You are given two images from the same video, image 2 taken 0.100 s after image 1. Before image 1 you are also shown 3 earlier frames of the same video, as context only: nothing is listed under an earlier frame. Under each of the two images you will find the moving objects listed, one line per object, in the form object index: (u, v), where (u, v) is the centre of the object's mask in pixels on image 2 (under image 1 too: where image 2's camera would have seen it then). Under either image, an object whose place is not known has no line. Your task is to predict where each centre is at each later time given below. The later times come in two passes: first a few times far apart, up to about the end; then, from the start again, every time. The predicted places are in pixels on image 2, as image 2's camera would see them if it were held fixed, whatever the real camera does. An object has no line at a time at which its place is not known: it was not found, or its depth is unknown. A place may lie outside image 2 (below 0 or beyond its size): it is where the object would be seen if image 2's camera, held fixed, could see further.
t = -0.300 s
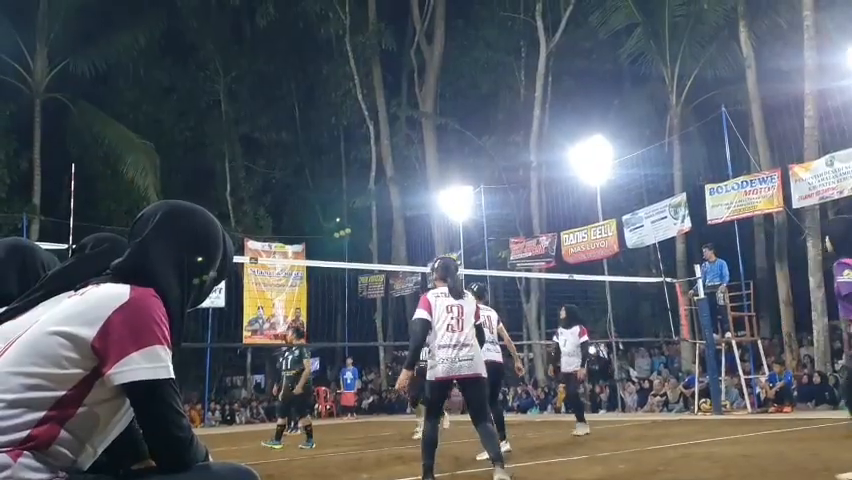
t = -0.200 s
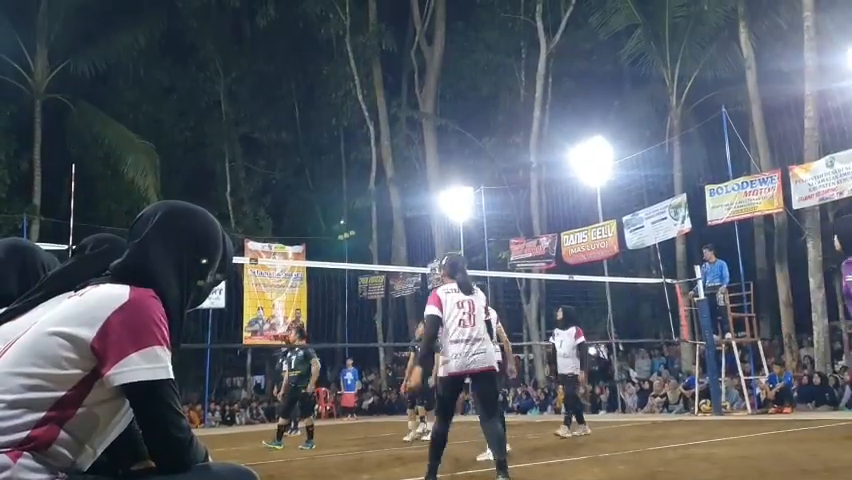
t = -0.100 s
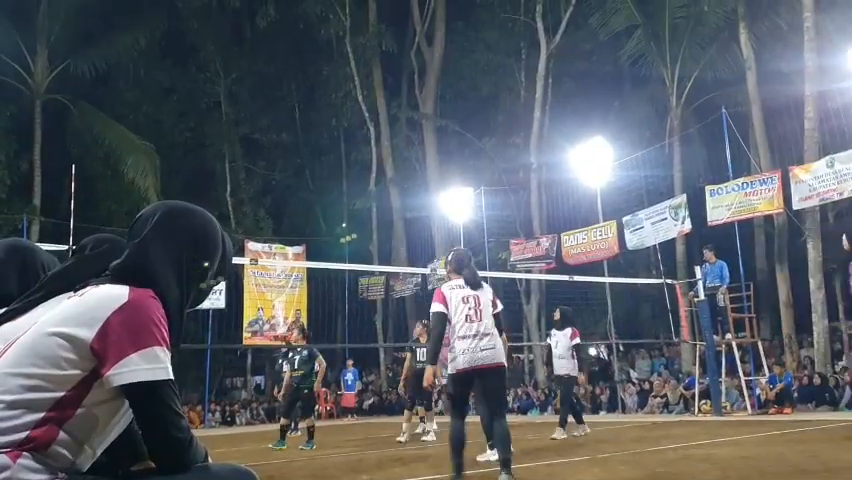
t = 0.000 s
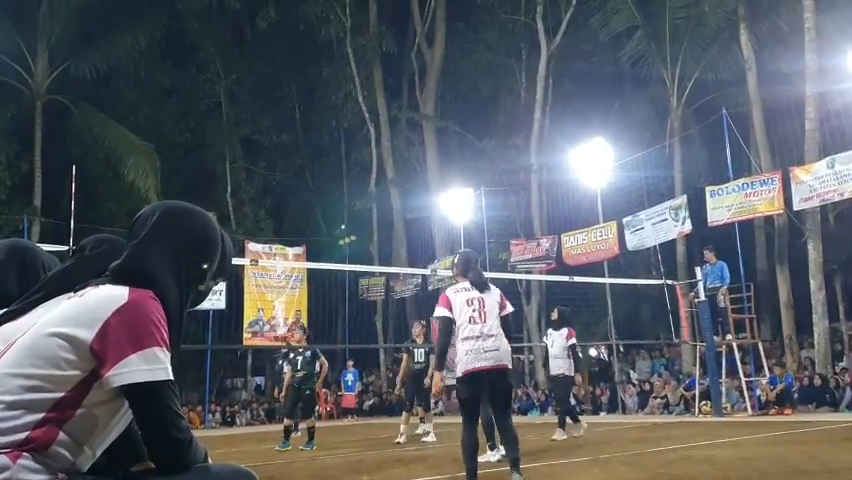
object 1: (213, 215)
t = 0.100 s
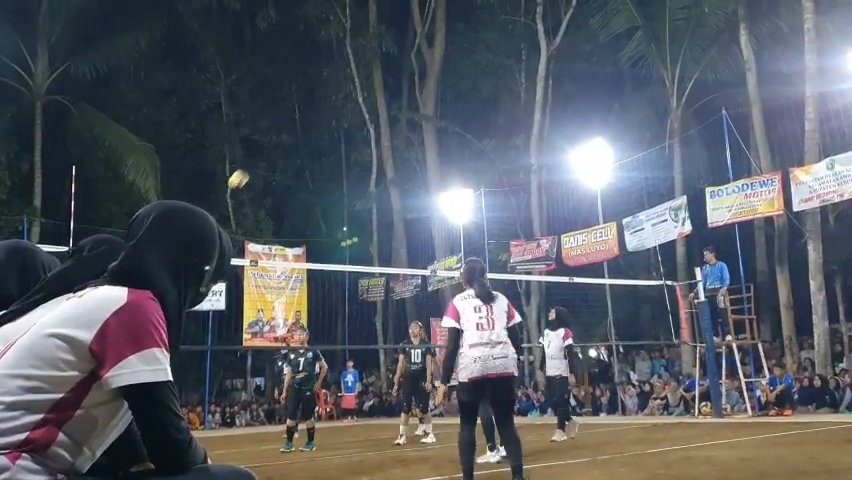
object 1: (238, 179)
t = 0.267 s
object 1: (297, 117)
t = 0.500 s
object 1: (391, 56)
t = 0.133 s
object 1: (249, 165)
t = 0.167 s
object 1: (261, 152)
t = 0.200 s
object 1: (273, 140)
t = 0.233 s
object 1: (284, 129)
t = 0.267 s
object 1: (297, 117)
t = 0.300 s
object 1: (309, 106)
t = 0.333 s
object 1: (322, 97)
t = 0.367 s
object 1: (335, 87)
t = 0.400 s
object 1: (348, 79)
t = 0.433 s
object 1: (362, 70)
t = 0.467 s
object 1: (376, 62)
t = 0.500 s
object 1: (391, 56)
